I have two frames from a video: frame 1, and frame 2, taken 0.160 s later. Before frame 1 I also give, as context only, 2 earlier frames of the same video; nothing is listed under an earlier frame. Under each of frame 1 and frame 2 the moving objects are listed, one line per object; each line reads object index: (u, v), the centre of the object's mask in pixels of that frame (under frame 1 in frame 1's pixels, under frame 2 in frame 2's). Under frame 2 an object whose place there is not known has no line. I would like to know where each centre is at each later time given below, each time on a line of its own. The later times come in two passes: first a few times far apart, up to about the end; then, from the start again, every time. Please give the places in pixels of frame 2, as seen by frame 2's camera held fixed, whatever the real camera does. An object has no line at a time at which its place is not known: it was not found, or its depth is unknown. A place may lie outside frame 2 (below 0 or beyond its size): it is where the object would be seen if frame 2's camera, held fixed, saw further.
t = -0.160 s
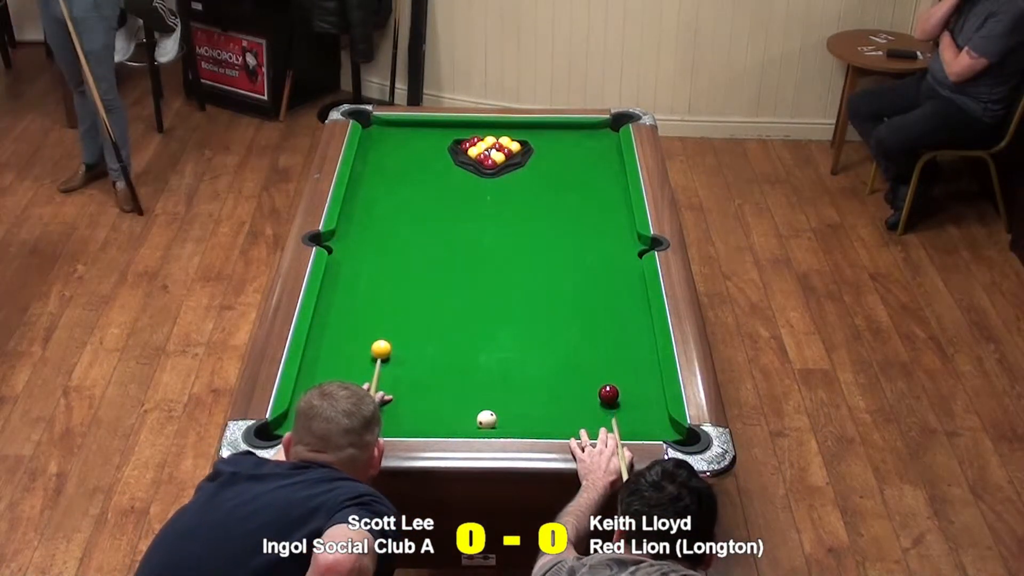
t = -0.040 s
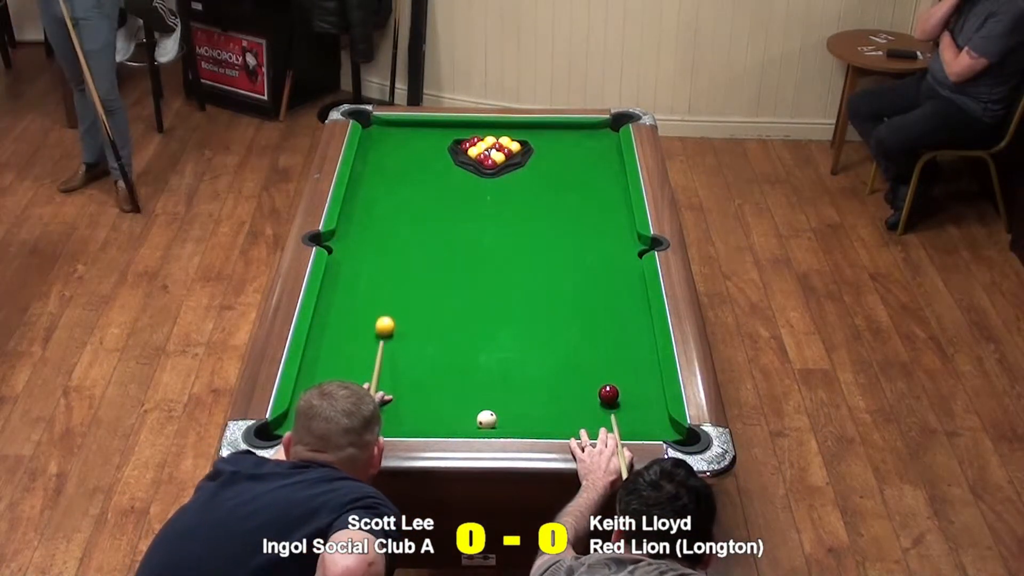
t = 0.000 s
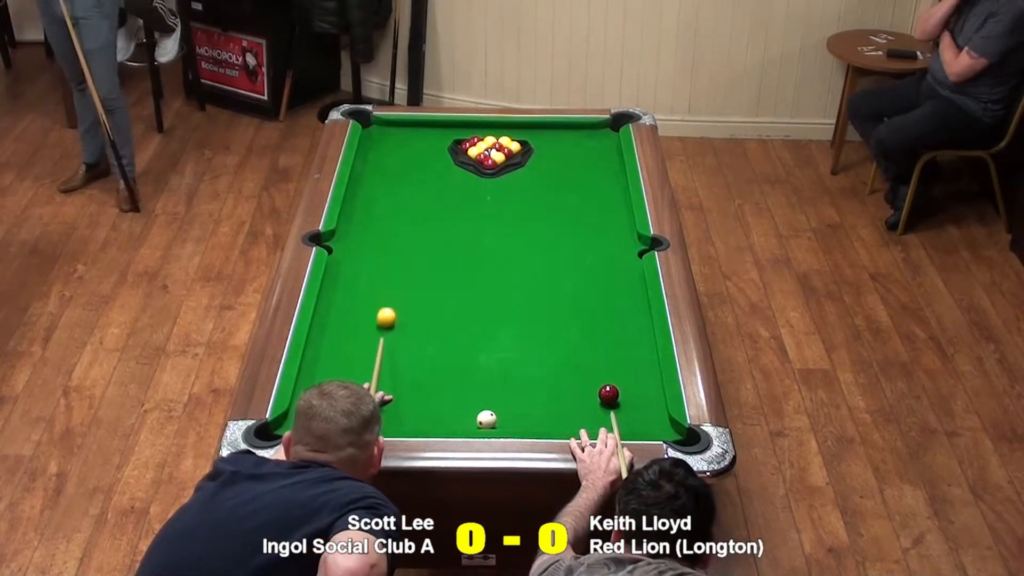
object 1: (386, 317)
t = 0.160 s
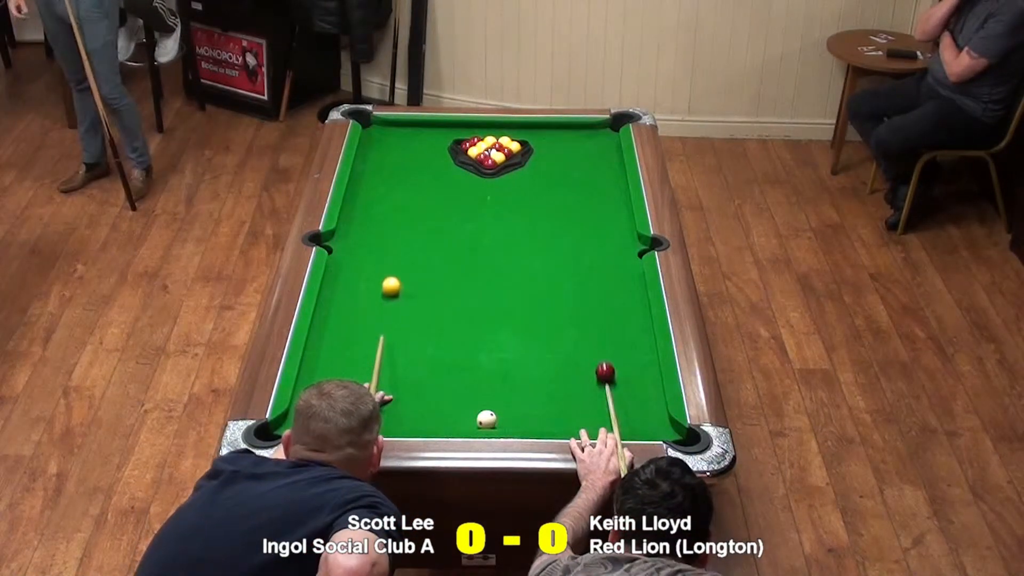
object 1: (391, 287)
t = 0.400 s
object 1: (398, 246)
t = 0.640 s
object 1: (403, 209)
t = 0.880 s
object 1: (409, 178)
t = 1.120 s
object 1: (414, 150)
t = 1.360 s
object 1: (418, 125)
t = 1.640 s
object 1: (416, 144)
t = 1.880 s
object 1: (413, 160)
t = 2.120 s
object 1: (411, 176)
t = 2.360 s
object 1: (408, 191)
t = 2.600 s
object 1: (405, 207)
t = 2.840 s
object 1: (403, 223)
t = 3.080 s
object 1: (400, 238)
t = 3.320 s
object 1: (397, 253)
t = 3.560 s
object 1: (395, 268)
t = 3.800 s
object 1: (393, 282)
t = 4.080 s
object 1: (390, 298)
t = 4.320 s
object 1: (388, 311)
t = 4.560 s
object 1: (386, 323)
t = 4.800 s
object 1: (385, 334)
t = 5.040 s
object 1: (384, 344)
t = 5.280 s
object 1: (383, 353)
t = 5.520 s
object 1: (382, 362)
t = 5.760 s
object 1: (382, 369)
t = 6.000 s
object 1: (382, 375)
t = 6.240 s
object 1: (382, 380)
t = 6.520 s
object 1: (383, 384)
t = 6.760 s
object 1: (384, 386)
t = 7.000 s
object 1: (384, 386)
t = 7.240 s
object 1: (384, 387)
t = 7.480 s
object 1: (385, 386)
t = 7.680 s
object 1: (384, 386)
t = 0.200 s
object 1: (392, 279)
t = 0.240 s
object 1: (393, 272)
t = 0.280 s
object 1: (394, 266)
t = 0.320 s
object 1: (395, 259)
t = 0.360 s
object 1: (396, 252)
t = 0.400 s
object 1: (398, 246)
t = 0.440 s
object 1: (398, 239)
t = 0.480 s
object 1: (399, 233)
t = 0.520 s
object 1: (401, 227)
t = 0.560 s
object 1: (401, 221)
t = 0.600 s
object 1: (402, 215)
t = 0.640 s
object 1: (403, 209)
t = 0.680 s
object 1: (404, 204)
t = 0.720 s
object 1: (405, 198)
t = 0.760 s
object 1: (406, 193)
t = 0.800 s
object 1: (407, 188)
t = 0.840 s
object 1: (408, 183)
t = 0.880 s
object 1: (409, 178)
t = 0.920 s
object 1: (410, 173)
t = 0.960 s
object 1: (411, 168)
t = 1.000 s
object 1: (412, 163)
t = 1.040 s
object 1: (412, 159)
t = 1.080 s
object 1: (413, 154)
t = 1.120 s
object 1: (414, 150)
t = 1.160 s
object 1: (415, 145)
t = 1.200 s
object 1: (416, 141)
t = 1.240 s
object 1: (417, 137)
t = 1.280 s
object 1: (417, 133)
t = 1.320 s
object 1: (418, 129)
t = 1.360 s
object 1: (418, 125)
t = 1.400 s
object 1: (418, 127)
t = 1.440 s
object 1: (418, 130)
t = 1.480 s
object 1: (417, 133)
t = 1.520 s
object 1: (417, 136)
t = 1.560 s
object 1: (417, 138)
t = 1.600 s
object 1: (417, 141)
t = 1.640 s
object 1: (416, 144)
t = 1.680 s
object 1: (415, 146)
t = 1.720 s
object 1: (415, 149)
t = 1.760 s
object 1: (415, 152)
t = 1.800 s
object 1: (414, 154)
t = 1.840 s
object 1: (414, 157)
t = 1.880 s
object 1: (413, 160)
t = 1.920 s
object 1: (413, 162)
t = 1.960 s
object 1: (412, 165)
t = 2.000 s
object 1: (412, 168)
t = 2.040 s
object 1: (412, 170)
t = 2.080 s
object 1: (411, 173)
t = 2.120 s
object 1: (411, 176)
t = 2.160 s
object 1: (410, 178)
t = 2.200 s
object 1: (410, 181)
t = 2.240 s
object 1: (409, 184)
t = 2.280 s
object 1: (409, 186)
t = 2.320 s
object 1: (408, 189)
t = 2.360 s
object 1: (408, 191)
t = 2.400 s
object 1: (408, 194)
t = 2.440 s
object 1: (407, 197)
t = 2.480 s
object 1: (407, 199)
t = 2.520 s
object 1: (406, 202)
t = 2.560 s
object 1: (406, 205)
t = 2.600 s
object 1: (405, 207)
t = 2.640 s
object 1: (405, 210)
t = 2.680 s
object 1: (405, 212)
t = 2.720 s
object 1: (404, 215)
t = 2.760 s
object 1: (404, 218)
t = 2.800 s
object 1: (403, 220)
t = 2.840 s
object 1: (403, 223)
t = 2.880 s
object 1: (402, 225)
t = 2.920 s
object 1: (402, 228)
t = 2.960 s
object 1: (401, 230)
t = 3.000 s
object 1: (401, 233)
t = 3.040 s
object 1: (400, 235)
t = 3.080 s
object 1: (400, 238)
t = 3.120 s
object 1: (399, 241)
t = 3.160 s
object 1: (399, 243)
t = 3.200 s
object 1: (399, 246)
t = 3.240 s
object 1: (398, 248)
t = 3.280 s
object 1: (398, 251)
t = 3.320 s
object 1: (397, 253)
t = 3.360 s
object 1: (397, 256)
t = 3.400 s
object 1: (397, 258)
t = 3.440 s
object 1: (396, 260)
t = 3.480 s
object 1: (396, 263)
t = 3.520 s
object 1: (395, 265)
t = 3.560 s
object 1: (395, 268)
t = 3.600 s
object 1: (395, 270)
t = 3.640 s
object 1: (394, 273)
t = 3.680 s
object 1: (394, 275)
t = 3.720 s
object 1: (393, 277)
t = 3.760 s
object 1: (393, 280)
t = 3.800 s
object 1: (393, 282)
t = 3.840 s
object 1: (392, 284)
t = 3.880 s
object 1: (392, 287)
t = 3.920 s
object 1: (392, 289)
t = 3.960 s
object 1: (391, 291)
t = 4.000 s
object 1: (391, 294)
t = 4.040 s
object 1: (390, 296)
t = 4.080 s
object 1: (390, 298)
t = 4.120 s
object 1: (390, 300)
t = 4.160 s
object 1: (390, 302)
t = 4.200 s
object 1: (389, 304)
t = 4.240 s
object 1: (389, 307)
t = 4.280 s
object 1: (388, 309)
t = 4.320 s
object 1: (388, 311)
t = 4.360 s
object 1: (388, 313)
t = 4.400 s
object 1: (388, 315)
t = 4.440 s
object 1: (387, 317)
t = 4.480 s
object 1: (387, 319)
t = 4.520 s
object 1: (387, 321)
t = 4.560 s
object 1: (386, 323)
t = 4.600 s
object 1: (386, 325)
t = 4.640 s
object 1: (386, 327)
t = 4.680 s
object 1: (386, 328)
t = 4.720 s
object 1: (385, 330)
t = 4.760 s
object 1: (385, 332)
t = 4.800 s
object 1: (385, 334)
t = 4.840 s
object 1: (385, 336)
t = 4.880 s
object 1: (385, 338)
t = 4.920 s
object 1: (385, 340)
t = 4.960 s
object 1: (385, 341)
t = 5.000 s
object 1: (385, 342)
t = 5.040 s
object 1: (384, 344)
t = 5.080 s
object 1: (384, 346)
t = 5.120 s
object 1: (384, 348)
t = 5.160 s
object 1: (384, 349)
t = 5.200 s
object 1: (383, 350)
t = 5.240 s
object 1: (383, 352)
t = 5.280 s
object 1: (383, 353)
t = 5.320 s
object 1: (383, 355)
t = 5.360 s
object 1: (383, 356)
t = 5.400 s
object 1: (383, 358)
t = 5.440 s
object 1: (383, 359)
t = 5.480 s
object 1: (382, 360)
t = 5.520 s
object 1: (382, 362)
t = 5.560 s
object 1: (382, 363)
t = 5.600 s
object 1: (382, 364)
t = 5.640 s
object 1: (382, 365)
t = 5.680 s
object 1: (382, 367)
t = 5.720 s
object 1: (382, 368)
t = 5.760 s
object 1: (382, 369)
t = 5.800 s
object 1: (382, 370)
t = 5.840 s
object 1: (382, 371)
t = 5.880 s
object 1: (382, 372)
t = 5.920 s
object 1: (382, 373)
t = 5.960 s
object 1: (382, 374)
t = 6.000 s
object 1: (382, 375)
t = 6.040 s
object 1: (382, 376)
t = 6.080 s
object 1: (382, 377)
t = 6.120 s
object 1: (382, 378)
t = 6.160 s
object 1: (382, 379)
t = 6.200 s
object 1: (382, 379)
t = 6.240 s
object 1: (382, 380)
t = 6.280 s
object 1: (382, 381)
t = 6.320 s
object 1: (382, 381)
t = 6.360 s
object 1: (383, 382)
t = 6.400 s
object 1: (383, 383)
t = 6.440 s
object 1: (383, 383)
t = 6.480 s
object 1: (383, 384)
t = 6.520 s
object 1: (383, 384)
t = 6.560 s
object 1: (383, 385)
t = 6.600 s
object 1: (383, 385)
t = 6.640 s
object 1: (384, 385)
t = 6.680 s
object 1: (384, 385)
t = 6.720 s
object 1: (384, 386)
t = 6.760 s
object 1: (384, 386)
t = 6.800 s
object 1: (384, 386)
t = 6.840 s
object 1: (384, 386)
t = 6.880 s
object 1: (384, 386)
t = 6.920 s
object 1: (384, 386)
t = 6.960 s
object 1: (384, 386)
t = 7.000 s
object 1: (384, 386)
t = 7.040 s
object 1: (384, 386)
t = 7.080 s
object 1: (384, 387)
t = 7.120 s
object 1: (384, 387)
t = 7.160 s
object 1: (384, 387)
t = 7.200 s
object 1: (384, 386)
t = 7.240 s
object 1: (384, 387)
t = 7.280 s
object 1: (384, 387)
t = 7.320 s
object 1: (384, 386)
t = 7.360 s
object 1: (384, 386)
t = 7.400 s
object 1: (384, 386)
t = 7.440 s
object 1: (384, 386)
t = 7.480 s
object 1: (385, 386)
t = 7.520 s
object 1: (389, 386)
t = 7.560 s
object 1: (380, 385)
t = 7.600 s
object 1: (383, 386)
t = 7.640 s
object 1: (384, 386)
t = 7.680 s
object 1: (384, 386)
